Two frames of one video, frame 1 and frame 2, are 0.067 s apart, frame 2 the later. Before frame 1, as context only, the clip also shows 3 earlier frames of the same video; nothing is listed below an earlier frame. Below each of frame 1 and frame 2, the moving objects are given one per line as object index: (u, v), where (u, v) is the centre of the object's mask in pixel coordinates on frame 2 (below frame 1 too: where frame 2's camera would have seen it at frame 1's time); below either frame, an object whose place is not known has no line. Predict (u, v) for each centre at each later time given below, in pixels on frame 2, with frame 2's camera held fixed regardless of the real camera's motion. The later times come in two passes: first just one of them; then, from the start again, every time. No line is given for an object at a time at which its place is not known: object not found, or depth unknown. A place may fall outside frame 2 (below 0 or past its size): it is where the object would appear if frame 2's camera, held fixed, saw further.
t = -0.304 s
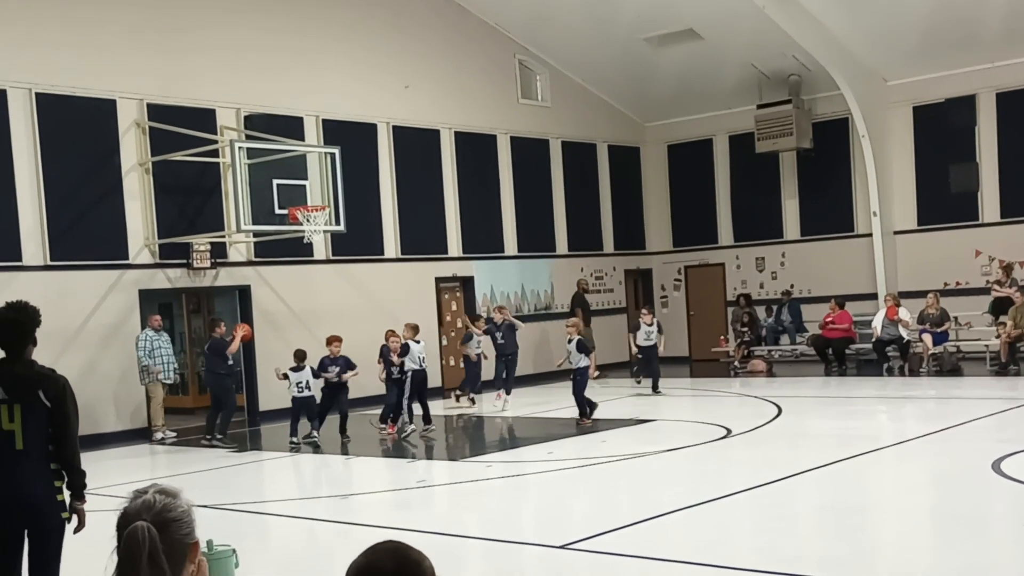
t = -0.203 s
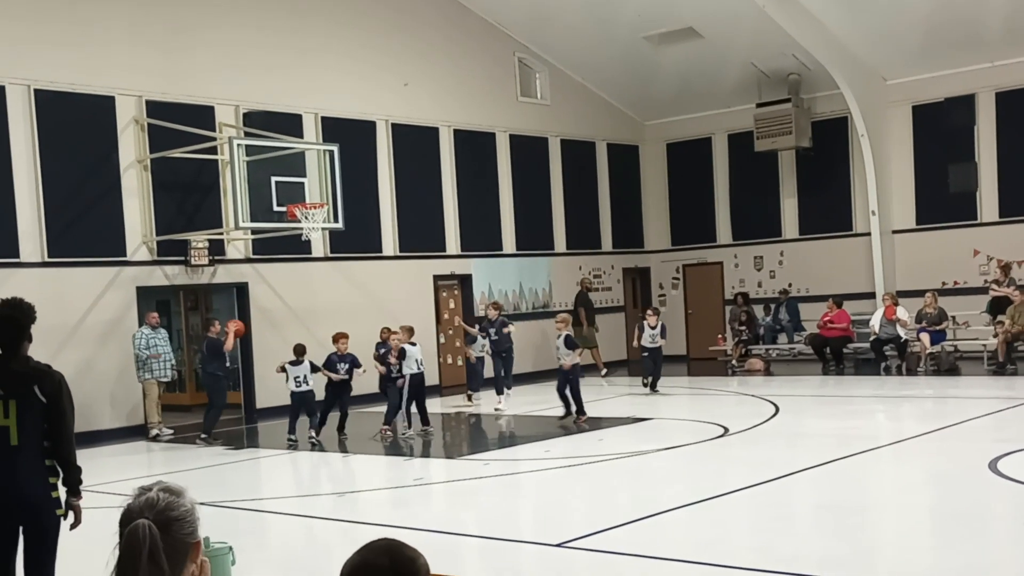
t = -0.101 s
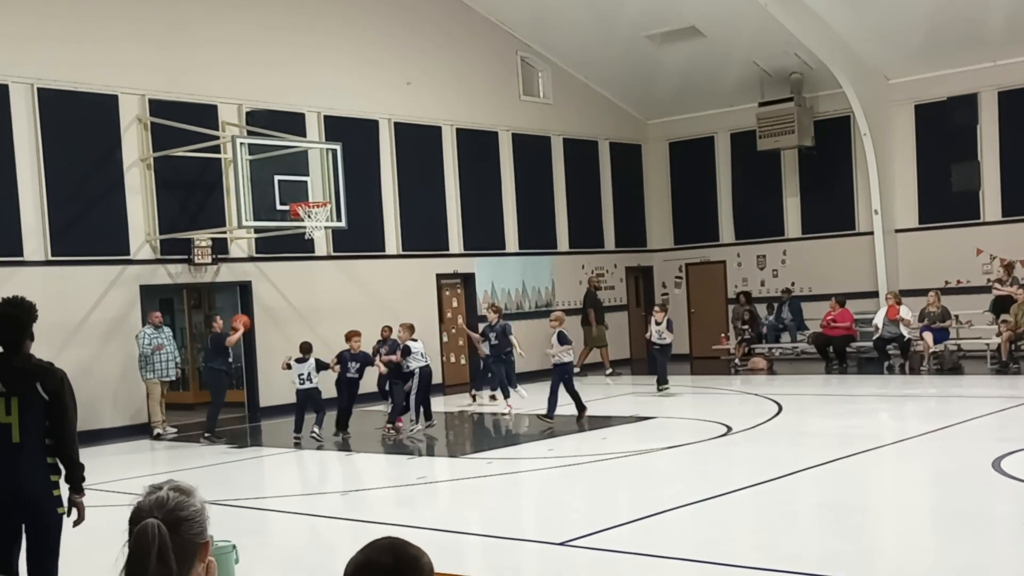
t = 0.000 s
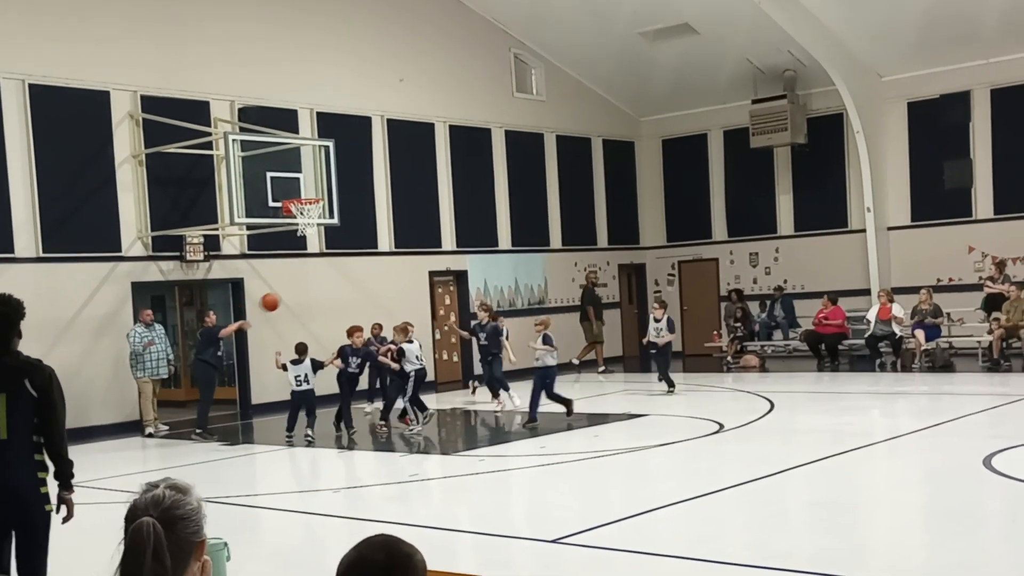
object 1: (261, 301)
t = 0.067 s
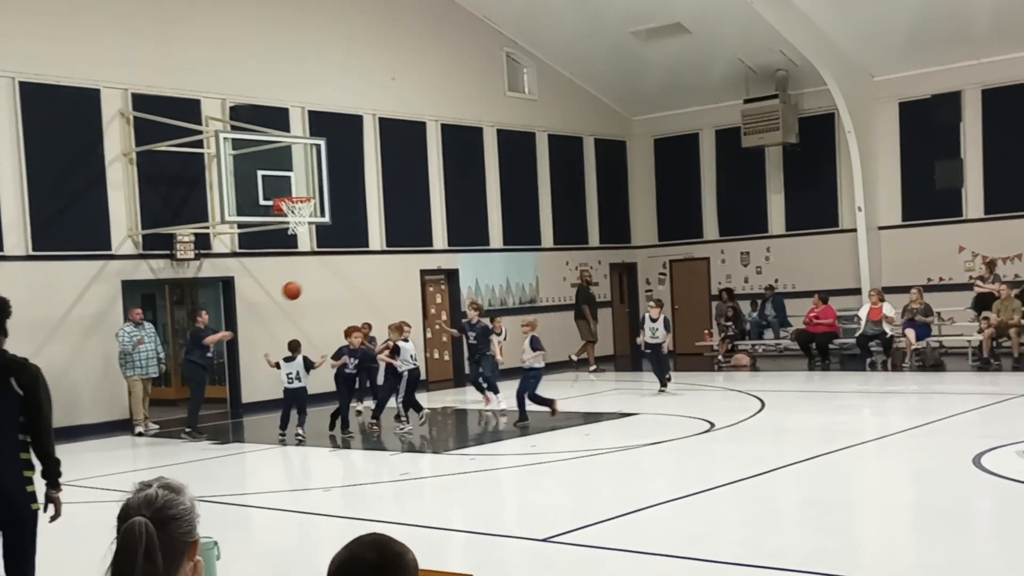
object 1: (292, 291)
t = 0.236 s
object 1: (369, 281)
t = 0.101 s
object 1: (307, 287)
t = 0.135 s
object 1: (323, 284)
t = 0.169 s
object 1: (338, 282)
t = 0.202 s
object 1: (353, 281)
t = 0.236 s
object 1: (369, 281)
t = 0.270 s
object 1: (384, 282)
